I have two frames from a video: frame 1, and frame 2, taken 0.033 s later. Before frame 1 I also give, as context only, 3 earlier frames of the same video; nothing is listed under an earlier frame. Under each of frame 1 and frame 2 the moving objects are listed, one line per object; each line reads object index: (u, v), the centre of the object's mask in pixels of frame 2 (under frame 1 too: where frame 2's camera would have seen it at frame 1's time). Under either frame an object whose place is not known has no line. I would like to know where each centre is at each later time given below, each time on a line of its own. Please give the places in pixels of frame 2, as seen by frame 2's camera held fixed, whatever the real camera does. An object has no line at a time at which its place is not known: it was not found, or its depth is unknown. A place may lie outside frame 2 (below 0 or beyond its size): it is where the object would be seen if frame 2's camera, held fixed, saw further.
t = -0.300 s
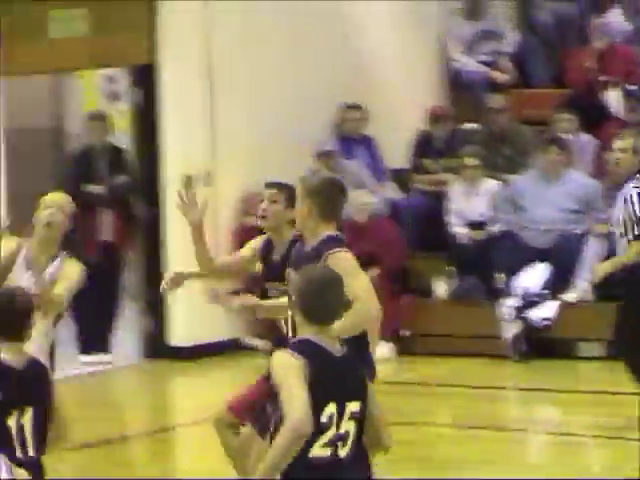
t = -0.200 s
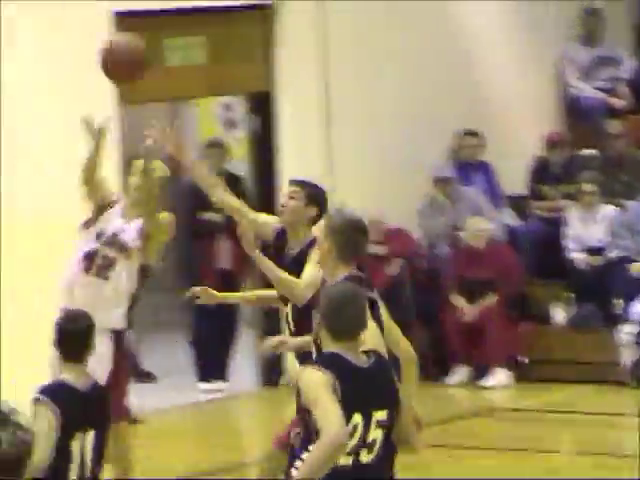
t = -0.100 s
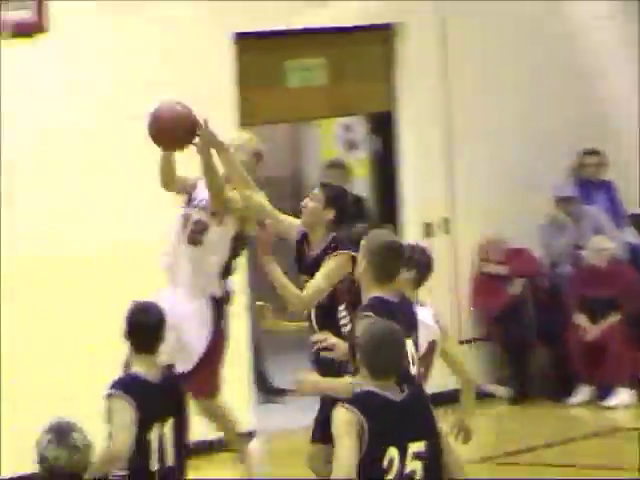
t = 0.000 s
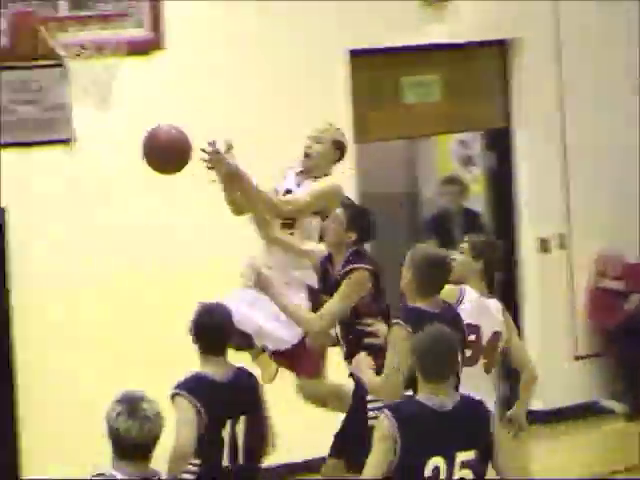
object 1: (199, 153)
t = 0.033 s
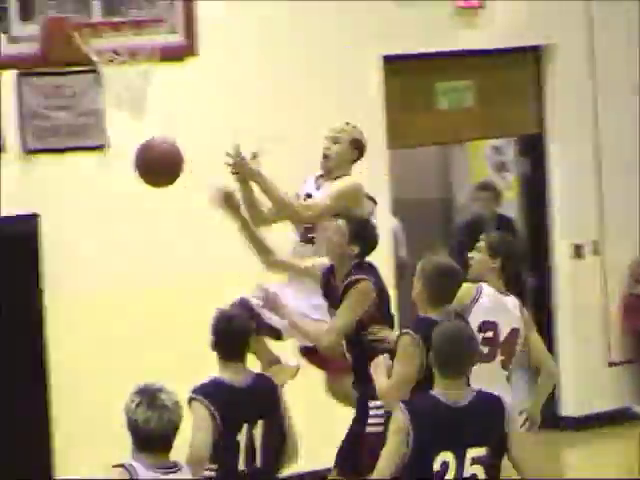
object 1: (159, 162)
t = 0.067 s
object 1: (118, 171)
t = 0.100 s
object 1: (78, 183)
